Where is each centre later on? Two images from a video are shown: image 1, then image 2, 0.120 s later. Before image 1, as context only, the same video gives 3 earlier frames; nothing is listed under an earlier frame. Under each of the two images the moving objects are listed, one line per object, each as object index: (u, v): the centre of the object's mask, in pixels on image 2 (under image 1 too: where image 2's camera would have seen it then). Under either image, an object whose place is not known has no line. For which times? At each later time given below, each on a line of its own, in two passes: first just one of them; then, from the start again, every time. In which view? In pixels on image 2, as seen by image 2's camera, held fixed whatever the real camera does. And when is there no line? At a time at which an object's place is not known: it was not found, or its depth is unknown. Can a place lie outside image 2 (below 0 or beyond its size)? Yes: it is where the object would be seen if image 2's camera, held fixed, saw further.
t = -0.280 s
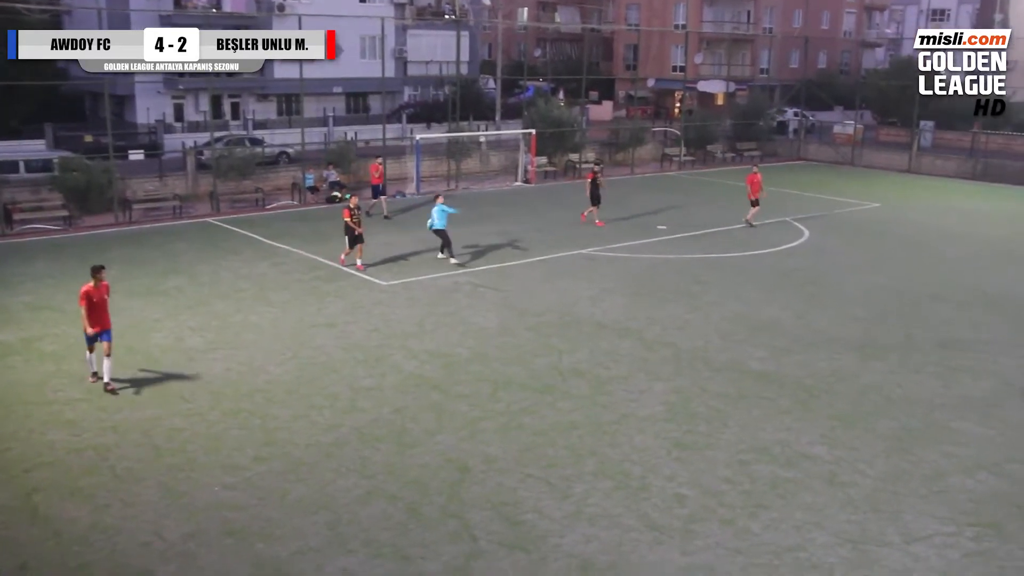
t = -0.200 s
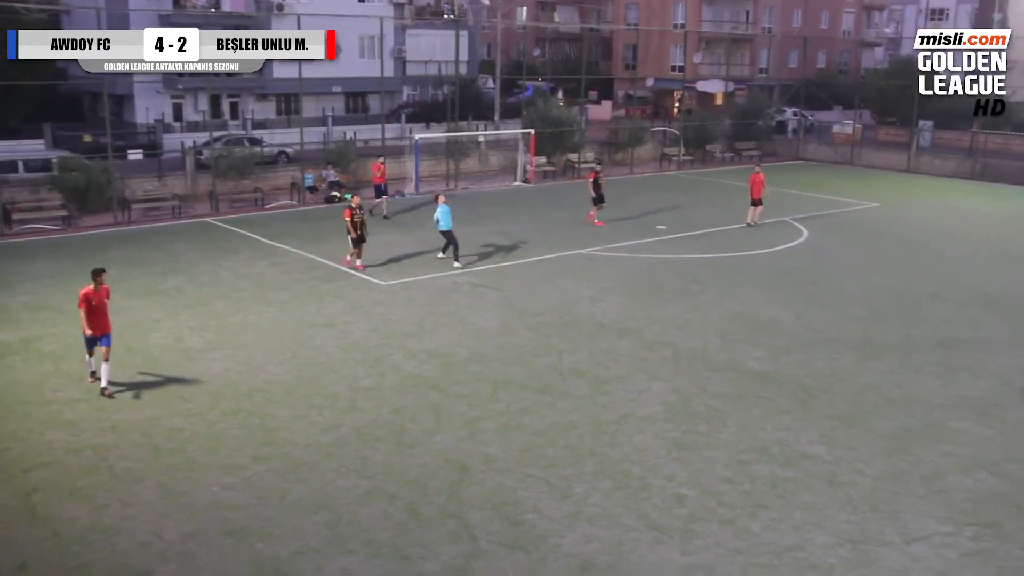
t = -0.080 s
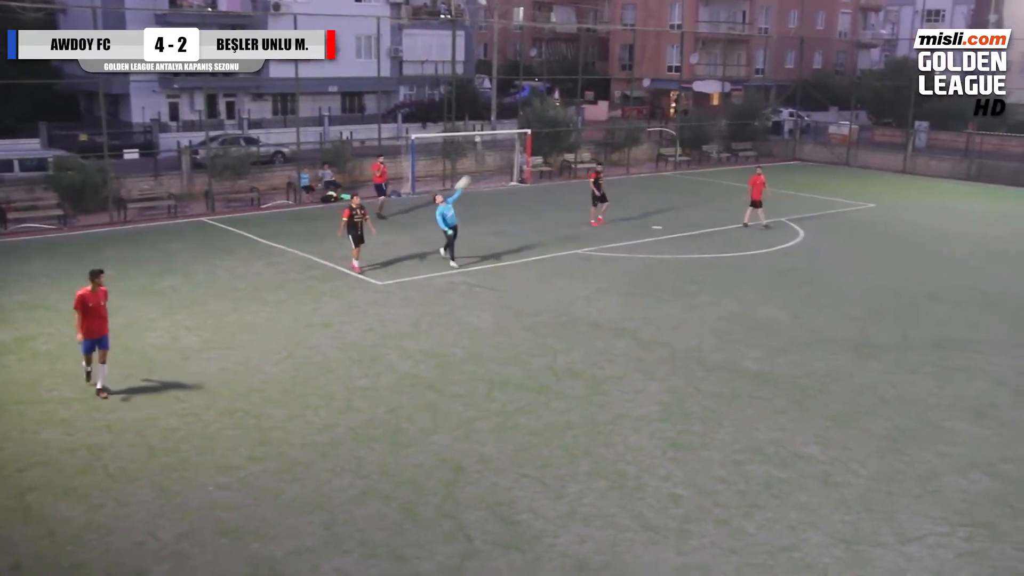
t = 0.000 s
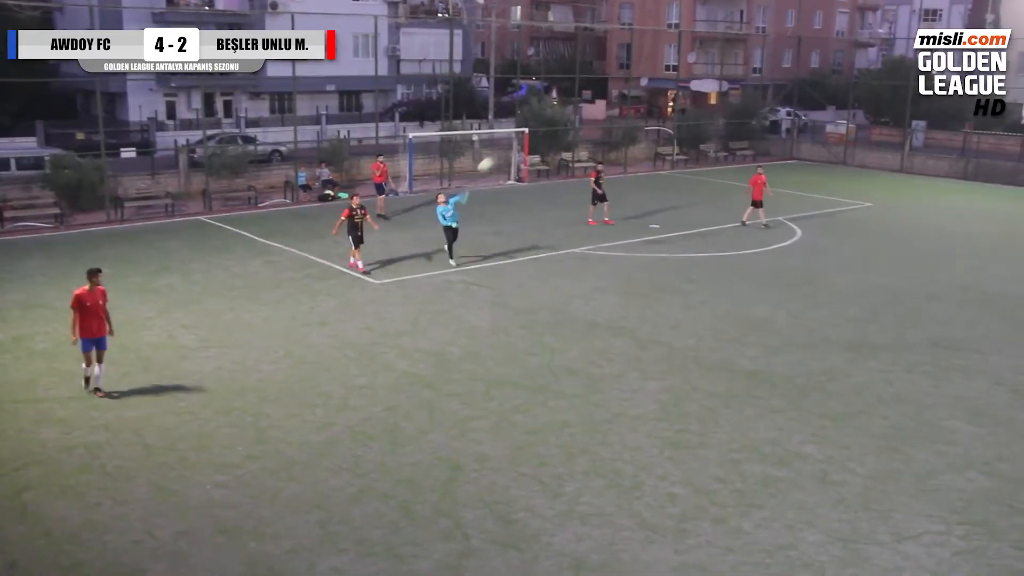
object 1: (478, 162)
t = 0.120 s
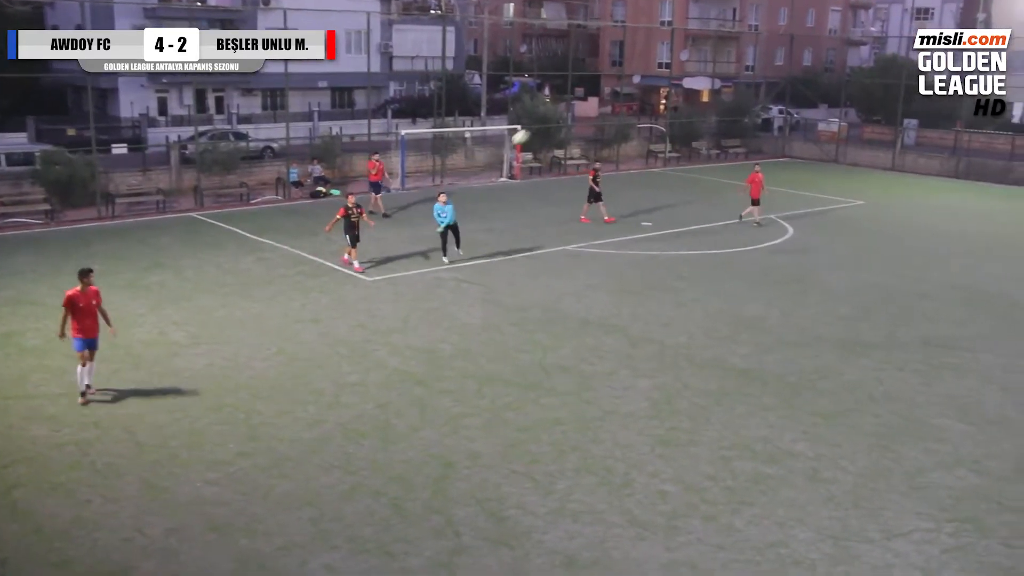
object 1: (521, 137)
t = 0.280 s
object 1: (591, 105)
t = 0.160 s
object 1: (537, 129)
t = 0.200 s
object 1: (554, 121)
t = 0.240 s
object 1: (572, 113)
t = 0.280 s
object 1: (591, 105)
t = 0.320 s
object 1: (611, 96)
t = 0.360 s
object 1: (633, 88)
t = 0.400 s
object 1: (653, 80)
